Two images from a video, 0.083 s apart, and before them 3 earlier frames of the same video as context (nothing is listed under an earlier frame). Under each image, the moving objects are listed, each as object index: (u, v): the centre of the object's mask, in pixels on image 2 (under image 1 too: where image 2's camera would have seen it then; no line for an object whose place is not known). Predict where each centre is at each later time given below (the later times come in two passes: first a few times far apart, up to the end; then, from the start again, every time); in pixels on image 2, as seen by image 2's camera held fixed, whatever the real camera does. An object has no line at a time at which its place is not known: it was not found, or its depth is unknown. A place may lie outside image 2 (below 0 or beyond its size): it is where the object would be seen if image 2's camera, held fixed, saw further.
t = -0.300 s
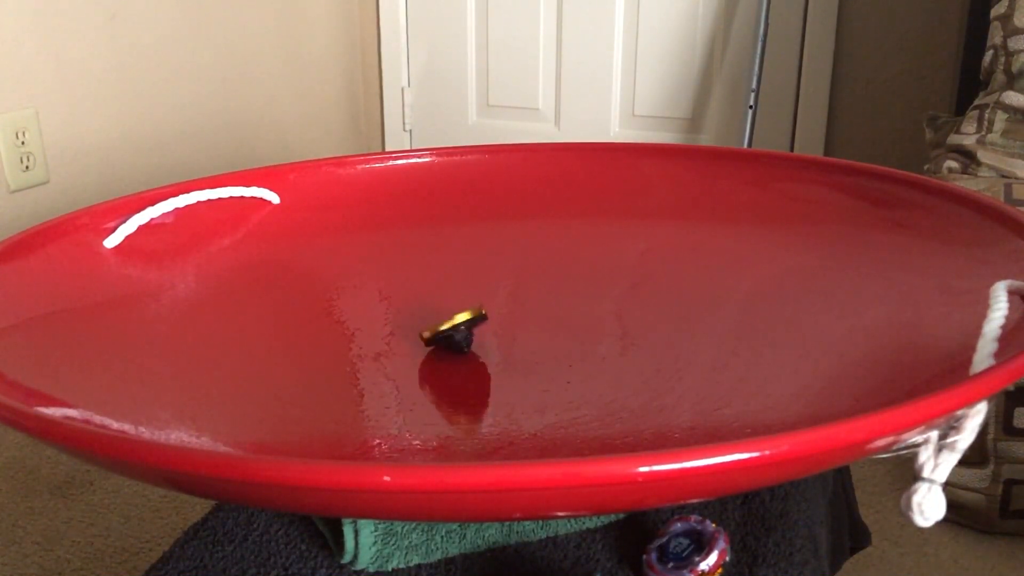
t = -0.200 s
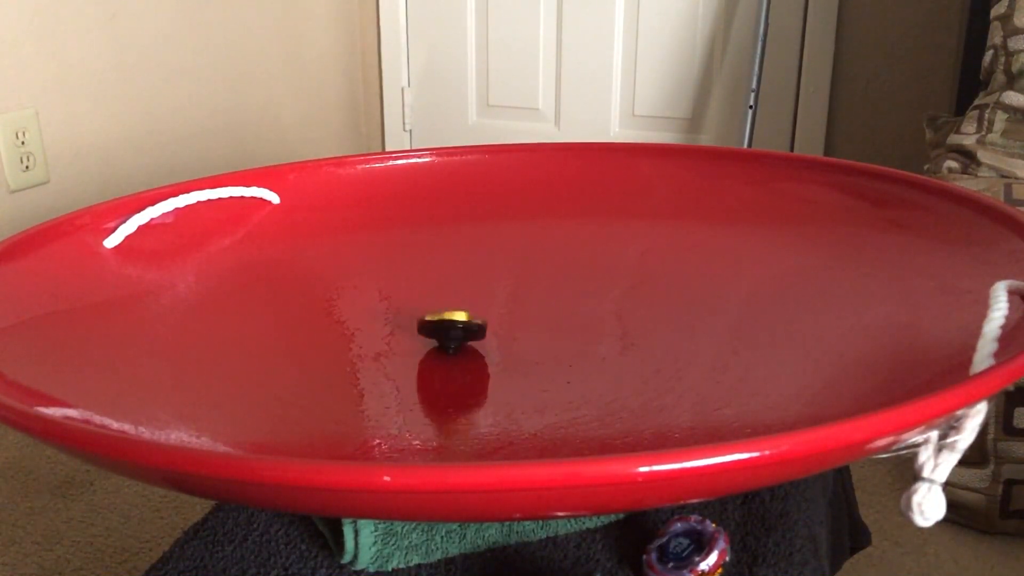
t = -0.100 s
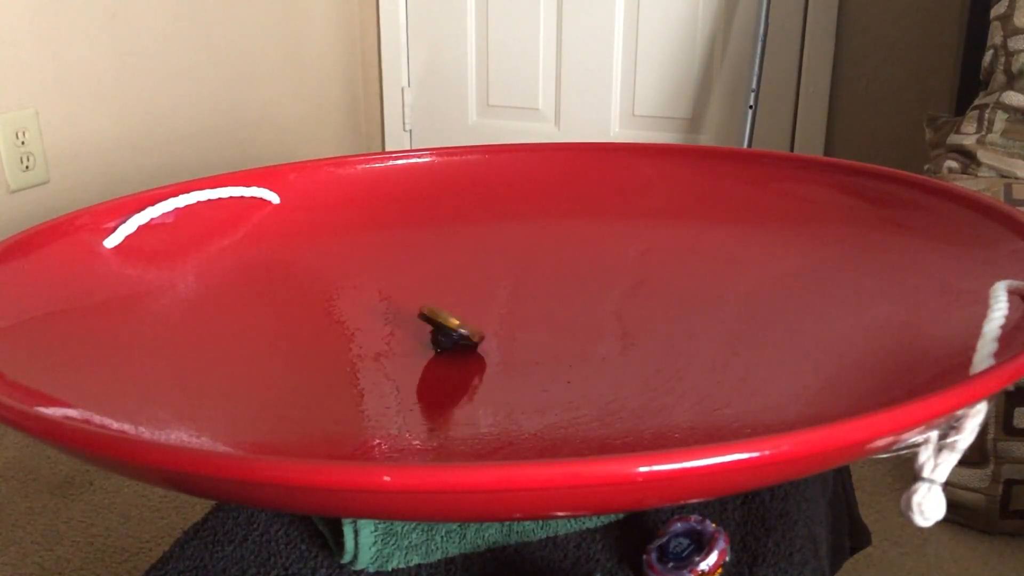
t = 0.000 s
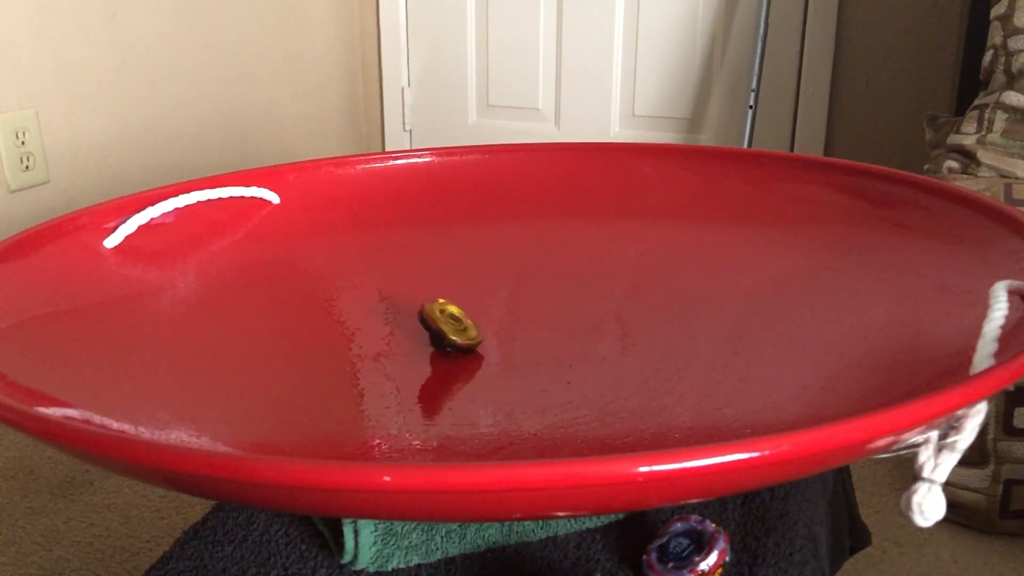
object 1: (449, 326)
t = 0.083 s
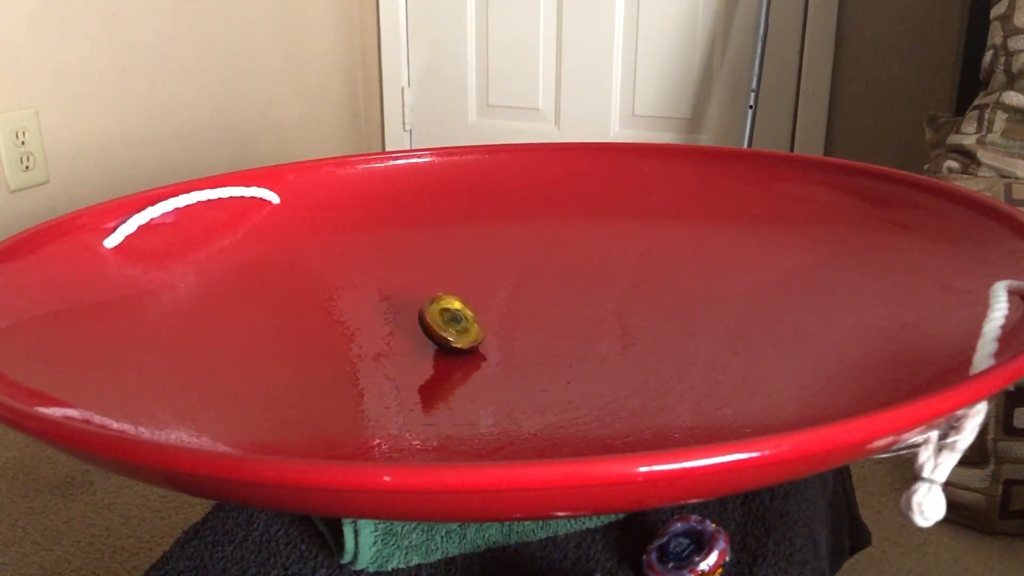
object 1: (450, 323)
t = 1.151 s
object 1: (499, 320)
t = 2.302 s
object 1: (474, 318)
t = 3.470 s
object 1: (475, 315)
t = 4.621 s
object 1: (477, 319)
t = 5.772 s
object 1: (484, 321)
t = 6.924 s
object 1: (478, 320)
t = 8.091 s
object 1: (481, 320)
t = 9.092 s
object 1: (476, 319)
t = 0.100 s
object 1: (451, 323)
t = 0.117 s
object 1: (452, 323)
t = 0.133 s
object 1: (453, 323)
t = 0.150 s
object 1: (453, 323)
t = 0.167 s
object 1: (453, 322)
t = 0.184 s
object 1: (455, 322)
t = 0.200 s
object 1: (456, 322)
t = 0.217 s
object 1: (457, 322)
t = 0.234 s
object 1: (458, 322)
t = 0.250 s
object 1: (458, 322)
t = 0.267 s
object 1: (459, 322)
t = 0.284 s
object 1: (460, 322)
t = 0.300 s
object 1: (462, 321)
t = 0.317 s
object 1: (463, 321)
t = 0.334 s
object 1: (465, 321)
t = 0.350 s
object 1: (466, 322)
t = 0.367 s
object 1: (466, 322)
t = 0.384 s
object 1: (467, 322)
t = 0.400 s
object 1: (469, 322)
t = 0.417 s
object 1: (470, 321)
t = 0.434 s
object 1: (472, 321)
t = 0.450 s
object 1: (473, 321)
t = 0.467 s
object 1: (475, 321)
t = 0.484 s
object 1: (476, 321)
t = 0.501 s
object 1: (477, 322)
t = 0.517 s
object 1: (478, 322)
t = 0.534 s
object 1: (479, 322)
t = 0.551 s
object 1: (479, 322)
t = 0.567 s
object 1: (480, 321)
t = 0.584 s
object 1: (481, 321)
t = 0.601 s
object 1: (483, 321)
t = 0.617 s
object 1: (484, 321)
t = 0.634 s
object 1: (485, 321)
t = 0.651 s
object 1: (486, 321)
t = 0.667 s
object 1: (487, 321)
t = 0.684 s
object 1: (489, 321)
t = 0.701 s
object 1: (490, 321)
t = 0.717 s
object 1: (490, 321)
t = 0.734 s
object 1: (491, 321)
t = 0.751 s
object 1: (492, 321)
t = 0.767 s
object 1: (492, 321)
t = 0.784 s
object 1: (493, 321)
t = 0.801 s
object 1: (494, 320)
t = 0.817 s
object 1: (494, 320)
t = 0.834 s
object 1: (495, 320)
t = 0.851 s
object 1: (496, 320)
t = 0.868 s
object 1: (496, 320)
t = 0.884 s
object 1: (497, 320)
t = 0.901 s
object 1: (498, 320)
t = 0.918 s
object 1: (498, 320)
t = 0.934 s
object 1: (499, 320)
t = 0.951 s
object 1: (499, 320)
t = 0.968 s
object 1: (499, 319)
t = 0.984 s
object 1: (500, 320)
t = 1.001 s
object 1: (500, 319)
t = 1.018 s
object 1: (500, 319)
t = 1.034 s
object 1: (500, 319)
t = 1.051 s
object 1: (500, 319)
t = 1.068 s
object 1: (500, 319)
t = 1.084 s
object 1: (500, 319)
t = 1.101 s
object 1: (500, 319)
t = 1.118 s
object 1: (500, 319)
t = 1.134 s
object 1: (500, 319)
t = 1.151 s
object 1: (499, 320)
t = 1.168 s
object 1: (499, 320)
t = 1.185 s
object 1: (499, 320)
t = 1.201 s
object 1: (498, 320)
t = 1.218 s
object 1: (498, 320)
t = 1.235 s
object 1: (497, 320)
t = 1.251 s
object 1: (497, 320)
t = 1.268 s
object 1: (496, 320)
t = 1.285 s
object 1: (496, 320)
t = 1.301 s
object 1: (495, 321)
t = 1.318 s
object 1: (494, 321)
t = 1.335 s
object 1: (493, 321)
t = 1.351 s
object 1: (492, 321)
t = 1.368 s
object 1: (491, 321)
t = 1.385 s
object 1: (490, 321)
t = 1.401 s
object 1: (489, 321)
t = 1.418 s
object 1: (488, 321)
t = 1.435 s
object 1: (486, 321)
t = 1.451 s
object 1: (485, 321)
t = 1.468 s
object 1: (484, 321)
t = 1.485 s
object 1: (483, 321)
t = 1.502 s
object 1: (482, 320)
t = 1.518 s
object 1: (481, 320)
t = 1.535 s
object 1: (480, 320)
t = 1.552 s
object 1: (479, 319)
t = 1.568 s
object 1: (477, 319)
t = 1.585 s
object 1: (477, 319)
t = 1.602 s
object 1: (476, 318)
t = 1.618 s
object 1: (475, 318)
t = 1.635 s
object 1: (475, 317)
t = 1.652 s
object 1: (474, 317)
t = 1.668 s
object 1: (474, 317)
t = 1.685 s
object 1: (474, 316)
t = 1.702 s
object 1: (474, 316)
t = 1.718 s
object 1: (475, 316)
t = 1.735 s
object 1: (475, 316)
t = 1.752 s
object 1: (475, 316)
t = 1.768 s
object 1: (475, 315)
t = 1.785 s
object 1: (476, 315)
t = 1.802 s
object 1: (476, 315)
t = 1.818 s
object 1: (476, 315)
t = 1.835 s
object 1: (477, 315)
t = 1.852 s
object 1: (477, 315)
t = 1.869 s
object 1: (477, 315)
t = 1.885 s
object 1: (477, 314)
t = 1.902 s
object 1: (477, 315)
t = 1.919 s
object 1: (477, 314)
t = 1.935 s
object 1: (477, 314)
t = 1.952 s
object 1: (477, 314)
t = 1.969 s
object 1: (477, 315)
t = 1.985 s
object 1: (477, 314)
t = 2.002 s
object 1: (477, 314)
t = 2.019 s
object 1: (477, 314)
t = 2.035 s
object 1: (477, 314)
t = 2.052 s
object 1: (477, 315)
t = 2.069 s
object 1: (477, 315)
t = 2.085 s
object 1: (477, 315)
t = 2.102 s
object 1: (477, 315)
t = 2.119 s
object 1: (477, 316)
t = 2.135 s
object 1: (477, 315)
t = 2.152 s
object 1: (476, 316)
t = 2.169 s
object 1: (476, 316)
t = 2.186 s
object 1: (475, 316)
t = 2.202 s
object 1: (475, 316)
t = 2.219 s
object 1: (475, 316)
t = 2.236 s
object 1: (475, 316)
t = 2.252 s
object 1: (475, 316)
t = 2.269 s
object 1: (475, 317)
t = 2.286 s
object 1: (474, 317)
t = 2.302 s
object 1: (474, 318)
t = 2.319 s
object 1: (474, 318)
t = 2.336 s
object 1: (475, 317)
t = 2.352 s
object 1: (475, 318)
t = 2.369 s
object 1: (476, 318)
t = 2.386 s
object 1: (476, 319)
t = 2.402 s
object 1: (477, 319)
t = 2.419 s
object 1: (478, 320)
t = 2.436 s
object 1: (478, 320)
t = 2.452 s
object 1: (479, 320)
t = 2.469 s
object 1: (480, 320)
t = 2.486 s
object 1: (481, 320)
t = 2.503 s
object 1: (482, 321)
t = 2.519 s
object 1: (483, 321)
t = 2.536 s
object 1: (484, 321)
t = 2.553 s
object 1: (485, 321)
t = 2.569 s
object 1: (486, 321)
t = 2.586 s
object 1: (486, 321)
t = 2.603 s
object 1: (487, 321)
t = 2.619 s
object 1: (488, 321)
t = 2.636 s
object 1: (489, 321)
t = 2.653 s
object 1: (489, 321)
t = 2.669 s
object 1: (490, 321)
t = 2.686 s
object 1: (490, 321)
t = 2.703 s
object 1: (491, 321)
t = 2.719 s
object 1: (491, 321)
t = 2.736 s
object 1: (491, 320)
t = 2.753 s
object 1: (491, 320)
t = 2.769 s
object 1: (491, 320)
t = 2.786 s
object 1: (491, 321)
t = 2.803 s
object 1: (491, 321)
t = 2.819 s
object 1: (491, 321)
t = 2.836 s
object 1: (491, 321)
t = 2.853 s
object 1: (490, 321)
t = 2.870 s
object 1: (490, 321)
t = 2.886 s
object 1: (489, 321)
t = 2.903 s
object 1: (489, 321)
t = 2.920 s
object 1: (488, 321)
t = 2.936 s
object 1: (487, 321)
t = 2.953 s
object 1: (487, 321)
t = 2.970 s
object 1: (486, 321)
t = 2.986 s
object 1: (485, 321)
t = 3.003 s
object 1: (484, 321)
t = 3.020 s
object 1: (483, 321)
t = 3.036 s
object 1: (482, 321)
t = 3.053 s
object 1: (481, 320)
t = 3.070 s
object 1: (481, 320)
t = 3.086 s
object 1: (480, 320)
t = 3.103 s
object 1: (479, 320)
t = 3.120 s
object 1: (478, 319)
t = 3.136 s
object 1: (477, 319)
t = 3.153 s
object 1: (477, 319)
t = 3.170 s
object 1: (476, 318)
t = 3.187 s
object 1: (476, 318)
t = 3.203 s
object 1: (475, 318)
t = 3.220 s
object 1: (475, 317)
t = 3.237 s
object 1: (474, 317)
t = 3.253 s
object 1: (474, 317)
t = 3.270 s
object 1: (474, 316)
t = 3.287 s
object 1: (474, 316)
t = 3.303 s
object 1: (474, 316)
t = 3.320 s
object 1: (474, 316)
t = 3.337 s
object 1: (475, 316)
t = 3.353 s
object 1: (475, 316)
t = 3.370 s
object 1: (475, 315)
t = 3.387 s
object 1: (475, 315)
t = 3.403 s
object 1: (475, 315)
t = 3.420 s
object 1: (475, 315)
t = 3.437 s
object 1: (475, 315)
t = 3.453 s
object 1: (475, 315)
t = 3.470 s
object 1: (475, 315)
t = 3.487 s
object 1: (475, 315)
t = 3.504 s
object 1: (476, 315)
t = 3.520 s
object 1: (476, 315)
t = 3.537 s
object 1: (476, 315)
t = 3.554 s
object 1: (476, 315)
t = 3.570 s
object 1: (476, 315)
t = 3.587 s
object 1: (476, 315)
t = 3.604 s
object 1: (476, 315)
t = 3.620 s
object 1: (475, 315)
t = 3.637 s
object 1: (475, 315)
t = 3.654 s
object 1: (475, 315)
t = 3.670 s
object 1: (475, 315)
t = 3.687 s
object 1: (475, 316)
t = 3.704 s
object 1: (475, 316)
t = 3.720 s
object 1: (475, 316)
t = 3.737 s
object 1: (474, 316)
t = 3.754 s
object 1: (474, 316)
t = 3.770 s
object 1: (474, 316)
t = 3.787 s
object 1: (474, 317)
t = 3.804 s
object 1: (474, 317)
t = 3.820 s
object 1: (474, 318)
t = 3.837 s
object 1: (474, 317)
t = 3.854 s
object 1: (474, 317)
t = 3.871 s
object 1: (475, 317)
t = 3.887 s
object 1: (475, 317)
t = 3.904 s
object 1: (475, 318)
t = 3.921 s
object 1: (475, 318)
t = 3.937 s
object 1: (476, 319)
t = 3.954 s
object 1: (476, 319)
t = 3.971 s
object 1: (477, 319)
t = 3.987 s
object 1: (478, 320)
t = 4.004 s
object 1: (478, 320)
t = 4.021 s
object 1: (479, 320)
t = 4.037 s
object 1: (480, 320)
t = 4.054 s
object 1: (480, 320)
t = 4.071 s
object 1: (481, 320)
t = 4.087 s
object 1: (481, 321)
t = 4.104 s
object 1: (482, 321)
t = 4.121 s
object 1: (483, 321)
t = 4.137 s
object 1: (483, 321)
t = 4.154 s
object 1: (484, 321)
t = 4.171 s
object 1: (484, 321)
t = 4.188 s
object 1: (485, 321)
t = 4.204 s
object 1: (485, 321)
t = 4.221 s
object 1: (486, 321)
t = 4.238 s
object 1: (486, 321)
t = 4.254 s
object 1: (486, 321)
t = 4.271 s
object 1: (486, 321)
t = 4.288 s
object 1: (486, 321)
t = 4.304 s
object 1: (486, 321)
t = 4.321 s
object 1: (486, 321)
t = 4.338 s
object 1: (486, 321)
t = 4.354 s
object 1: (486, 321)
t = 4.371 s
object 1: (486, 321)
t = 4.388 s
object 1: (485, 321)
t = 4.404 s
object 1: (485, 321)
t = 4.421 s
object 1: (484, 321)
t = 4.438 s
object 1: (484, 321)
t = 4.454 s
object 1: (483, 321)
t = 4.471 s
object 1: (483, 321)
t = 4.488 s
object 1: (482, 320)
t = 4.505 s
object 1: (482, 320)
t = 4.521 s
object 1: (481, 320)
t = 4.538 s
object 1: (480, 320)
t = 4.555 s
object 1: (480, 320)
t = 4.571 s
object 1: (479, 320)
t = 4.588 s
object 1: (478, 320)
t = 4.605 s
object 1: (478, 319)
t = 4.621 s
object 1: (477, 319)
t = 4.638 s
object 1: (477, 319)
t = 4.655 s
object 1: (476, 319)
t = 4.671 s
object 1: (476, 319)
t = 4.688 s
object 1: (475, 318)
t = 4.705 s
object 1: (475, 318)
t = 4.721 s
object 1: (475, 317)
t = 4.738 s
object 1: (475, 317)
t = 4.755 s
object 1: (474, 317)
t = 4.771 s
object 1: (474, 317)
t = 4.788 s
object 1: (474, 317)
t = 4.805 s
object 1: (474, 317)
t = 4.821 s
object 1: (474, 317)
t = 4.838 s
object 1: (474, 316)
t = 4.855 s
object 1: (474, 316)
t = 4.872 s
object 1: (474, 316)
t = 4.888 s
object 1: (474, 316)
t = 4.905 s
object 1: (474, 316)
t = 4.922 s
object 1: (474, 316)
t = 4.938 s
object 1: (474, 316)
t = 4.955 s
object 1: (474, 316)
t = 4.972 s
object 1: (474, 316)
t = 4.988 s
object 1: (474, 316)
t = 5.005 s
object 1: (474, 316)
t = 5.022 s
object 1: (474, 316)
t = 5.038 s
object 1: (474, 316)
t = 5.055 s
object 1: (474, 316)
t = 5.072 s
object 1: (474, 316)
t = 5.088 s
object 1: (474, 316)
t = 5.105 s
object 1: (474, 316)
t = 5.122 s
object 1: (474, 316)
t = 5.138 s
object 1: (474, 316)
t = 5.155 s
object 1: (474, 316)
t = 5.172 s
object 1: (474, 316)
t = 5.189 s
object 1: (474, 317)
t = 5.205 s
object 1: (474, 317)
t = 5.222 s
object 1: (474, 317)
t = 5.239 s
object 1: (474, 317)
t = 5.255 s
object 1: (474, 317)
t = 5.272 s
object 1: (474, 317)
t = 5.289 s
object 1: (474, 317)
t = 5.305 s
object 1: (474, 318)
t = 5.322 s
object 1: (475, 318)
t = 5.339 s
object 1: (475, 318)
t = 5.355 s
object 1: (475, 318)
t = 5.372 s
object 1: (475, 318)
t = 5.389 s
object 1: (476, 318)
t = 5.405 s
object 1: (476, 319)
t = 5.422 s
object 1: (477, 319)
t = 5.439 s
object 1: (477, 319)
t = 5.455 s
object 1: (478, 319)
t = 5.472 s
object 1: (478, 320)
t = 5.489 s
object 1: (478, 320)
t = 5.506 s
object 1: (479, 320)
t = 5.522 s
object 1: (479, 320)
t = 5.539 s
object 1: (480, 320)
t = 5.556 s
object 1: (480, 320)
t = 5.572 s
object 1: (481, 320)
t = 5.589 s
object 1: (481, 321)
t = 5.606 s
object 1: (481, 321)
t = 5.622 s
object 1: (482, 321)
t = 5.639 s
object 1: (482, 321)
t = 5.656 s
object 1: (483, 321)
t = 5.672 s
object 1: (483, 321)
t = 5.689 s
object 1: (483, 321)
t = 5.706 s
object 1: (483, 321)
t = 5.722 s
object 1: (483, 321)
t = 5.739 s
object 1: (484, 321)
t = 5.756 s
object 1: (484, 321)
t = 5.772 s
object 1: (484, 321)
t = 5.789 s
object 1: (483, 321)
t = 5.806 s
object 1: (483, 321)
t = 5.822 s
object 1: (483, 321)
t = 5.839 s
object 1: (483, 321)
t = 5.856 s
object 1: (482, 321)
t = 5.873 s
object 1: (482, 320)
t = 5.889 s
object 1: (481, 320)
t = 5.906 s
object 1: (481, 320)
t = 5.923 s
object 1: (481, 320)
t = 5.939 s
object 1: (480, 320)
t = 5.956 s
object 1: (480, 320)
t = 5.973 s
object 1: (479, 320)
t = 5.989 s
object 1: (479, 320)
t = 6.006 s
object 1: (479, 319)
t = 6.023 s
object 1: (478, 319)
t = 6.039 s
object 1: (478, 319)
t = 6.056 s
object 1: (477, 319)
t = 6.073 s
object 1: (477, 319)
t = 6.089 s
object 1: (477, 319)
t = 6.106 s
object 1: (476, 319)
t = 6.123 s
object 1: (476, 318)
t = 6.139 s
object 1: (476, 318)
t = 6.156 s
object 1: (475, 318)
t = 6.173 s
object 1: (475, 318)
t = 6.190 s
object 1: (475, 318)
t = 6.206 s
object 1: (475, 317)
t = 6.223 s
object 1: (474, 317)
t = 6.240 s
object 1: (474, 317)
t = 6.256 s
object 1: (474, 316)
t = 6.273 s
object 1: (474, 317)
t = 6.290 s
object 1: (474, 316)
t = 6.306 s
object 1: (474, 316)
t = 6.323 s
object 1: (474, 317)
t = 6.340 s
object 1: (474, 317)
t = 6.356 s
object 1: (473, 317)
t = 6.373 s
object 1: (474, 317)
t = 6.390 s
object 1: (473, 317)
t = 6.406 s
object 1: (473, 317)
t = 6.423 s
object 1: (473, 317)
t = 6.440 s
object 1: (474, 317)
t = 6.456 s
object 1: (474, 317)
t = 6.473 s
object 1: (474, 317)
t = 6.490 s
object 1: (473, 317)
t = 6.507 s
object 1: (474, 317)
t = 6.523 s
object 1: (473, 317)
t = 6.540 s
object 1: (474, 317)
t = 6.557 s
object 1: (473, 317)
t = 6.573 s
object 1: (474, 317)
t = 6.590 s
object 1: (474, 317)
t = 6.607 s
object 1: (474, 317)
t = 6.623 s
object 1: (474, 317)
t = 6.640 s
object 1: (474, 317)
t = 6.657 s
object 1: (474, 317)
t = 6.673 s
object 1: (474, 318)
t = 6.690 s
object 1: (474, 318)
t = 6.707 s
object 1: (474, 318)
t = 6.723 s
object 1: (475, 318)
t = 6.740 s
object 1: (475, 318)
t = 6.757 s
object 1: (475, 319)
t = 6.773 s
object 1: (475, 319)
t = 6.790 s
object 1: (476, 319)
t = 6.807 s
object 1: (476, 319)
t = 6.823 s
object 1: (476, 319)
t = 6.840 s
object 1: (477, 319)
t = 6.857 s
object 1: (477, 319)
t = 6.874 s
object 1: (477, 319)
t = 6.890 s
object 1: (478, 320)
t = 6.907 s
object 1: (478, 320)
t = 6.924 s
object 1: (478, 320)
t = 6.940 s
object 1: (479, 320)
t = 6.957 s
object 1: (479, 320)
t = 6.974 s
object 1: (479, 320)
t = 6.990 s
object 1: (479, 320)
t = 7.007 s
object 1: (480, 320)
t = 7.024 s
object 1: (480, 320)
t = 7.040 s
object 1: (480, 320)
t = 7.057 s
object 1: (480, 320)
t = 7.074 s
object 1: (480, 320)
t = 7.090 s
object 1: (481, 320)
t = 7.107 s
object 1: (481, 320)
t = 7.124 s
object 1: (481, 320)
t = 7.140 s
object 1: (481, 321)
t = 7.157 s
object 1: (481, 321)
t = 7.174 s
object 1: (481, 321)
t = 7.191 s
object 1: (481, 321)
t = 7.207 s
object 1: (481, 321)
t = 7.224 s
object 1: (481, 321)
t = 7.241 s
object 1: (481, 321)
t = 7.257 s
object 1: (481, 321)
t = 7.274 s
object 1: (482, 321)
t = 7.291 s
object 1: (482, 321)
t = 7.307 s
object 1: (482, 321)
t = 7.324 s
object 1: (482, 321)
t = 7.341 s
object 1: (482, 321)
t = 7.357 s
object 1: (482, 320)
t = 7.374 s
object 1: (482, 321)
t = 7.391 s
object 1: (482, 320)
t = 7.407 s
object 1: (482, 321)
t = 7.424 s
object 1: (482, 320)
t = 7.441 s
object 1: (482, 320)
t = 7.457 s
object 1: (482, 320)
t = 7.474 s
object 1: (482, 320)
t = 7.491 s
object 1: (482, 320)
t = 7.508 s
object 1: (482, 320)
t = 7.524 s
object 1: (482, 320)
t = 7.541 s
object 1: (482, 320)
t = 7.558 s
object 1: (482, 320)
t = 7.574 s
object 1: (482, 320)
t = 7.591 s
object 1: (482, 320)
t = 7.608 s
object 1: (482, 320)
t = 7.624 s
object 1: (482, 320)
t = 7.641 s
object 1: (482, 320)
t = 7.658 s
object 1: (482, 320)
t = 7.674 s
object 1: (482, 320)
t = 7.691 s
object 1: (482, 320)
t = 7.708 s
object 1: (482, 320)
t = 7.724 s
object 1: (482, 320)
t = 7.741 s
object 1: (482, 320)
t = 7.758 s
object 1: (481, 320)
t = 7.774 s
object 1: (481, 320)
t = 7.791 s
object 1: (481, 320)
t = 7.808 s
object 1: (481, 320)
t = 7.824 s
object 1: (481, 320)
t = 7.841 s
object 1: (481, 320)
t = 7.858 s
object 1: (481, 320)
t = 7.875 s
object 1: (481, 320)
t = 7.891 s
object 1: (481, 320)
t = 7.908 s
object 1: (481, 320)
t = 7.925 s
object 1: (481, 320)
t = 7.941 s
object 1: (481, 320)
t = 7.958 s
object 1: (481, 320)
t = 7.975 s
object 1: (481, 320)
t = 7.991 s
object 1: (481, 320)
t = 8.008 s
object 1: (481, 320)
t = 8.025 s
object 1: (481, 320)
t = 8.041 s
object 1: (481, 320)
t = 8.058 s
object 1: (481, 320)
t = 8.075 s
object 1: (481, 320)
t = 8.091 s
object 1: (481, 320)
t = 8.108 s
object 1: (481, 320)
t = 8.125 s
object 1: (481, 320)
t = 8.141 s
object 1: (481, 320)
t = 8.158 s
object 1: (480, 320)
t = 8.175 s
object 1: (480, 320)
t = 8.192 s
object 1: (480, 320)
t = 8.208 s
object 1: (480, 320)
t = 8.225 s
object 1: (480, 320)
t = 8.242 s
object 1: (480, 320)
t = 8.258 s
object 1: (480, 320)
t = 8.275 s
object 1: (479, 320)
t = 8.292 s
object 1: (479, 320)
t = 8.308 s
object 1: (479, 320)
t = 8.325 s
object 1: (479, 320)
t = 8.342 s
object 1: (479, 320)
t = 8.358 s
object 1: (478, 320)
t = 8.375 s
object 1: (478, 320)
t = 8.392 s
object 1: (478, 319)
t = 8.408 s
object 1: (478, 319)
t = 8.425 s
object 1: (477, 319)
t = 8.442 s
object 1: (477, 319)
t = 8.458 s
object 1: (477, 319)
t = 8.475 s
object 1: (477, 319)
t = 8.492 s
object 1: (476, 319)
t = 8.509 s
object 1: (476, 318)
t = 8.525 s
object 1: (476, 318)
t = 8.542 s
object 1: (476, 318)
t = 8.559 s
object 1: (476, 318)
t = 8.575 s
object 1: (475, 318)
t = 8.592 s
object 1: (475, 318)
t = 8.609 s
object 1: (475, 318)
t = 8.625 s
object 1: (475, 318)
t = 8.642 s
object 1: (475, 318)
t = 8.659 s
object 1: (475, 318)
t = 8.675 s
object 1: (475, 318)
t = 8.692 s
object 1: (475, 317)
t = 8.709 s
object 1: (474, 317)
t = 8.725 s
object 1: (475, 317)
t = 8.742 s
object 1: (474, 317)
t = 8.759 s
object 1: (474, 317)
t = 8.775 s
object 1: (474, 317)
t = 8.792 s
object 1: (474, 317)
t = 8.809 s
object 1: (474, 317)
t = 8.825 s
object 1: (474, 317)
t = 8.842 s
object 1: (474, 317)
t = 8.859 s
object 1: (474, 318)
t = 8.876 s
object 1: (475, 318)
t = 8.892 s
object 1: (475, 318)
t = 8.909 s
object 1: (475, 318)
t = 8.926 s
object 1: (475, 318)
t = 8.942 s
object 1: (475, 318)
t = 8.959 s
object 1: (475, 318)
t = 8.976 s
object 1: (475, 318)
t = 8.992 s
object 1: (475, 318)
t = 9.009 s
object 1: (475, 318)
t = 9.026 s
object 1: (475, 318)
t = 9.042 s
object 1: (475, 319)
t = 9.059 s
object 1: (476, 319)
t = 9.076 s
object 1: (476, 319)
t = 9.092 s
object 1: (476, 319)
